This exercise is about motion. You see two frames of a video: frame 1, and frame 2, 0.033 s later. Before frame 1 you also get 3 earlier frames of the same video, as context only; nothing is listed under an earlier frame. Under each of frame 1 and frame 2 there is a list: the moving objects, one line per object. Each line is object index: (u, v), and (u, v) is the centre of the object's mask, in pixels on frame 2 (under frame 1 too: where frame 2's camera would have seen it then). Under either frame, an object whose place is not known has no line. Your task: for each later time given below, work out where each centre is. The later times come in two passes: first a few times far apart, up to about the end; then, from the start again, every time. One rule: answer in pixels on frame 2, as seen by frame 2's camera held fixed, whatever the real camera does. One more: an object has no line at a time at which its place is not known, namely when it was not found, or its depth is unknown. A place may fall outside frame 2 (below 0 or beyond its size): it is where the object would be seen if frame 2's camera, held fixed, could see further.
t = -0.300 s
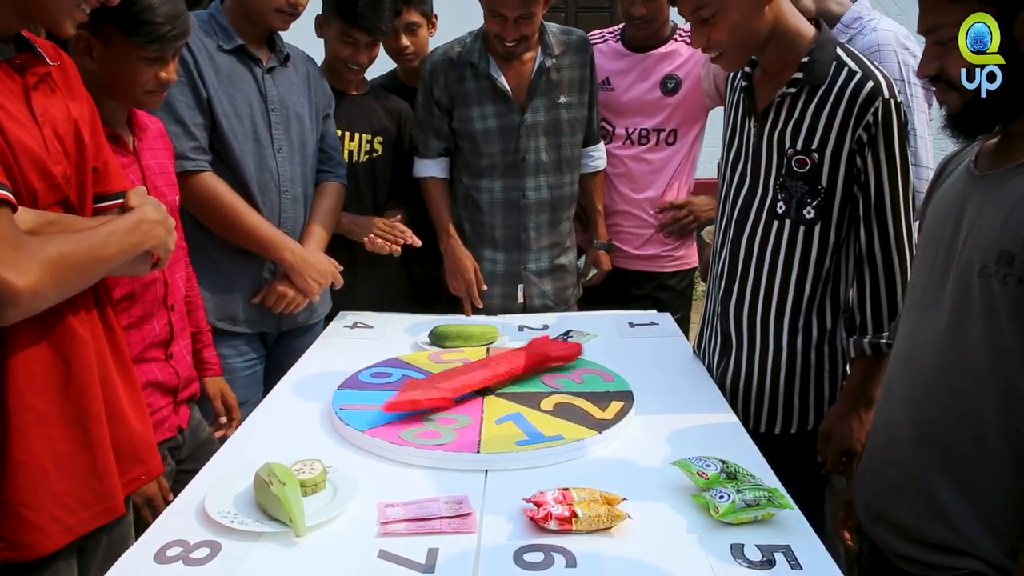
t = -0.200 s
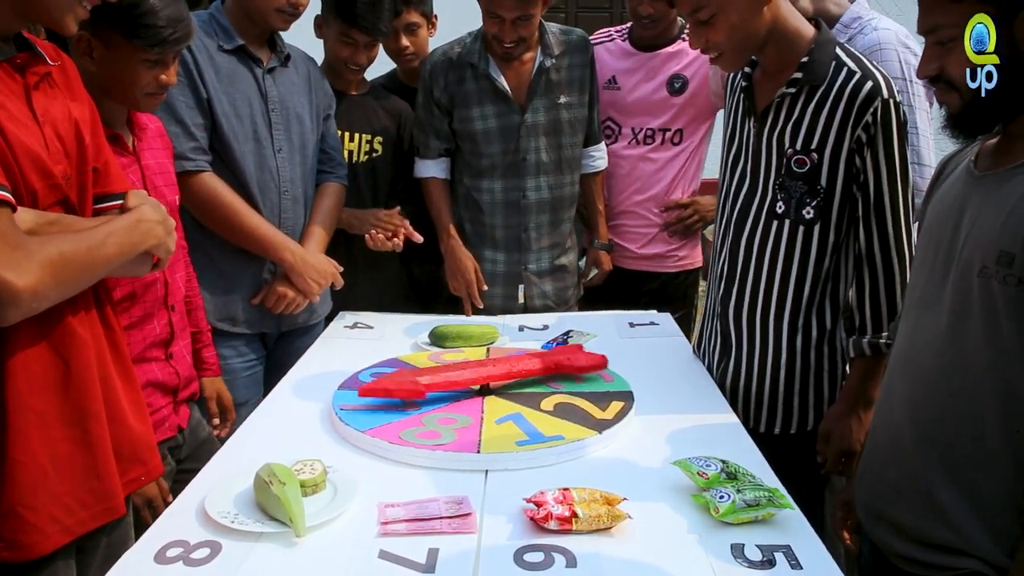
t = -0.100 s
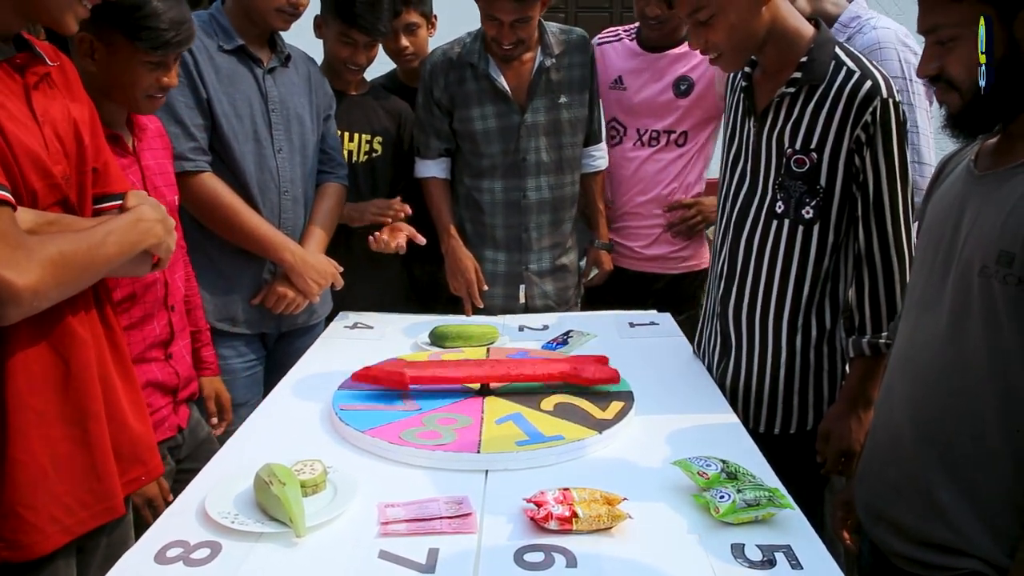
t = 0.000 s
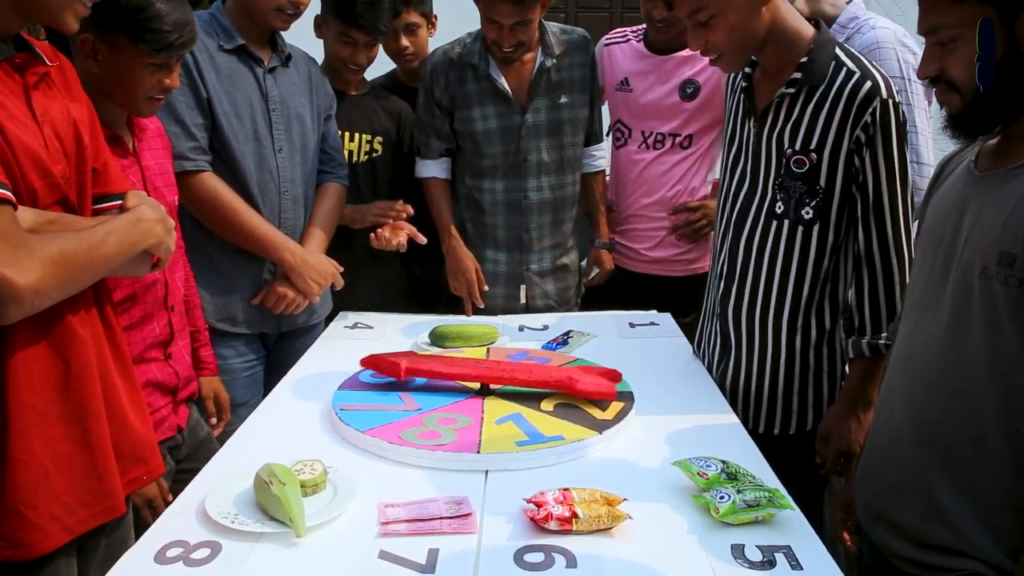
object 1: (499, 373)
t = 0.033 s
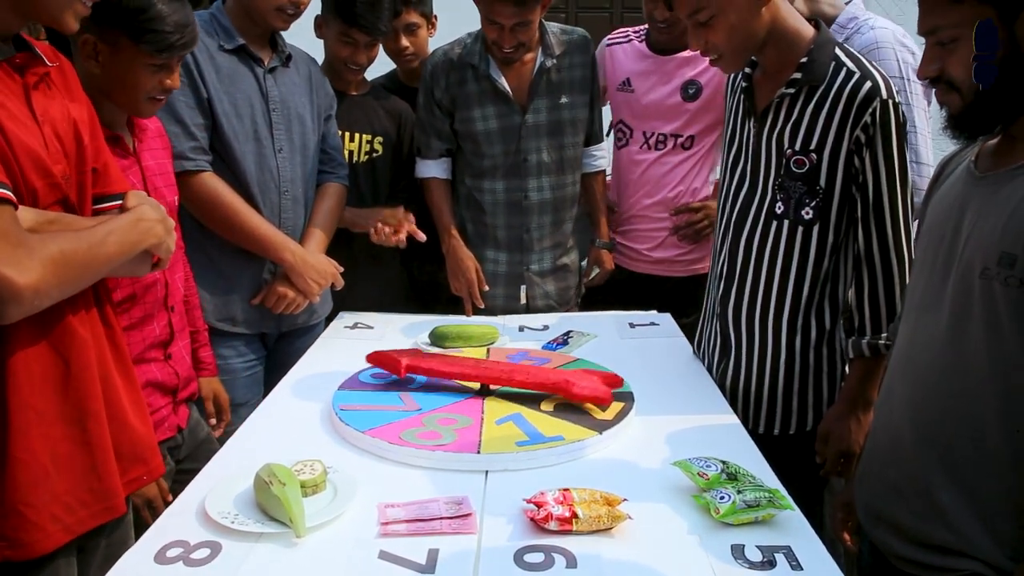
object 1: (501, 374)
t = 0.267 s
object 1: (503, 383)
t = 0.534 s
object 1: (474, 386)
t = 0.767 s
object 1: (466, 379)
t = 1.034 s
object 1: (472, 372)
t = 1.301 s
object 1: (485, 372)
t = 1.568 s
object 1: (491, 375)
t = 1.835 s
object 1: (489, 377)
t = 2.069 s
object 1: (486, 379)
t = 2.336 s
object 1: (482, 379)
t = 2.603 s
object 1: (481, 377)
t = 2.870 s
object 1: (482, 376)
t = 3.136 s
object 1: (481, 375)
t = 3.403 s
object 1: (482, 374)
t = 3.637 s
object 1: (483, 374)
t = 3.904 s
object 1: (483, 373)
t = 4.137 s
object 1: (483, 373)
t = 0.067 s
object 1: (504, 375)
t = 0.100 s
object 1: (505, 377)
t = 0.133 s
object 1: (506, 378)
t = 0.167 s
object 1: (507, 379)
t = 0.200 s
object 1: (506, 380)
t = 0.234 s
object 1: (505, 382)
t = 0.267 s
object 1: (503, 383)
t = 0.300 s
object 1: (500, 384)
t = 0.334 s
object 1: (496, 385)
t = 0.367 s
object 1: (493, 385)
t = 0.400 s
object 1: (489, 385)
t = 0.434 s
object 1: (485, 385)
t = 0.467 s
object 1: (481, 386)
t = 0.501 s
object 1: (478, 385)
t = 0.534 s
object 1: (474, 386)
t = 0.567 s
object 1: (471, 386)
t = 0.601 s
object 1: (468, 384)
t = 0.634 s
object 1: (467, 383)
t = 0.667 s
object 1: (465, 382)
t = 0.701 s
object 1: (463, 381)
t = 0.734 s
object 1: (464, 380)
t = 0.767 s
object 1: (466, 379)
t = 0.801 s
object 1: (464, 377)
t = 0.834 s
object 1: (464, 376)
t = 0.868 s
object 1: (465, 375)
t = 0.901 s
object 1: (465, 375)
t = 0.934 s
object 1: (467, 374)
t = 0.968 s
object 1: (468, 373)
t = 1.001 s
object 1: (470, 372)
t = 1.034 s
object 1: (472, 372)
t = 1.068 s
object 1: (474, 372)
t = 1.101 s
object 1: (475, 372)
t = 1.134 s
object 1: (478, 371)
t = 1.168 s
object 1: (479, 371)
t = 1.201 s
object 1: (482, 371)
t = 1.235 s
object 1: (484, 371)
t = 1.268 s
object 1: (485, 372)
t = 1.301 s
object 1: (485, 372)
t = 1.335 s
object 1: (487, 372)
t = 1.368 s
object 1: (488, 372)
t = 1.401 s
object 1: (489, 373)
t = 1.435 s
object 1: (490, 373)
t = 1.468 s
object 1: (490, 373)
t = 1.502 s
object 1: (491, 374)
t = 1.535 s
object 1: (491, 374)
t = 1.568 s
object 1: (491, 375)
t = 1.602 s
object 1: (491, 375)
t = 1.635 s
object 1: (491, 375)
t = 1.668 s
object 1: (490, 375)
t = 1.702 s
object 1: (490, 376)
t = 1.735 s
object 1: (489, 375)
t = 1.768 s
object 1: (489, 376)
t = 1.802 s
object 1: (489, 377)
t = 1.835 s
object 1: (489, 377)
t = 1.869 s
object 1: (489, 378)
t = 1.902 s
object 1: (489, 378)
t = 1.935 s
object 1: (489, 378)
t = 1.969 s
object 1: (488, 379)
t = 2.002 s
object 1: (488, 379)
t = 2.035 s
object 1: (487, 379)
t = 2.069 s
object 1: (486, 379)
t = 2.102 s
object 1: (486, 379)
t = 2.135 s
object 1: (485, 379)
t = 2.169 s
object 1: (484, 379)
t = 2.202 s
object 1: (484, 379)
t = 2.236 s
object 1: (483, 380)
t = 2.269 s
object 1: (483, 379)
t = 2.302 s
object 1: (482, 379)
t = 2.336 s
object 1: (482, 379)
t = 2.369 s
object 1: (482, 378)
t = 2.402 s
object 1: (481, 378)
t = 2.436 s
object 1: (481, 378)
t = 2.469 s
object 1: (481, 378)
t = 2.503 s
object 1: (482, 377)
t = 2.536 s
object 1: (481, 377)
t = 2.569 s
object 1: (481, 377)
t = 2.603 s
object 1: (481, 377)
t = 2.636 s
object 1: (481, 377)
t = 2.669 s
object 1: (480, 377)
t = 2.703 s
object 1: (480, 376)
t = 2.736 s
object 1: (482, 376)
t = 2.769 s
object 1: (482, 376)
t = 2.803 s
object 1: (483, 376)
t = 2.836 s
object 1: (483, 376)
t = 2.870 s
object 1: (482, 376)
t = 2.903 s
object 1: (483, 375)
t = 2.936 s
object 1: (482, 375)
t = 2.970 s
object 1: (482, 375)
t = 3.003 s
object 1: (481, 375)
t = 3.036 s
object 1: (481, 375)
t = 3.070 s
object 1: (481, 375)
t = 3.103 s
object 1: (481, 375)
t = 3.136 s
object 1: (481, 375)
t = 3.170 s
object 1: (481, 375)
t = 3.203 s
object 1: (481, 375)
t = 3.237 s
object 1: (482, 374)
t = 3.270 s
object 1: (482, 374)
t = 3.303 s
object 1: (483, 374)
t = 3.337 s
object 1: (482, 374)
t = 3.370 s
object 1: (482, 374)
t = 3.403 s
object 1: (482, 374)
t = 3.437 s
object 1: (482, 374)
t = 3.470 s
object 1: (483, 374)
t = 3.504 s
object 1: (482, 374)
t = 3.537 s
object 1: (483, 374)
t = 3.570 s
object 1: (483, 374)
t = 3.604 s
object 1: (483, 374)
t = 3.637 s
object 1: (483, 374)
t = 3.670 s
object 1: (483, 374)
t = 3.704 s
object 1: (483, 374)
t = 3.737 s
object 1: (483, 374)
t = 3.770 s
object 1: (483, 374)
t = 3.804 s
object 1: (484, 374)
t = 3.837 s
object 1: (484, 373)
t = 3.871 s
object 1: (483, 373)
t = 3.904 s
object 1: (483, 373)
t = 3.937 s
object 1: (483, 373)
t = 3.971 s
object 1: (483, 373)
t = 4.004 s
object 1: (483, 373)
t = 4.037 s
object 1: (483, 373)
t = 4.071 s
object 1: (483, 373)
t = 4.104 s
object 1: (483, 373)
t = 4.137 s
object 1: (483, 373)
